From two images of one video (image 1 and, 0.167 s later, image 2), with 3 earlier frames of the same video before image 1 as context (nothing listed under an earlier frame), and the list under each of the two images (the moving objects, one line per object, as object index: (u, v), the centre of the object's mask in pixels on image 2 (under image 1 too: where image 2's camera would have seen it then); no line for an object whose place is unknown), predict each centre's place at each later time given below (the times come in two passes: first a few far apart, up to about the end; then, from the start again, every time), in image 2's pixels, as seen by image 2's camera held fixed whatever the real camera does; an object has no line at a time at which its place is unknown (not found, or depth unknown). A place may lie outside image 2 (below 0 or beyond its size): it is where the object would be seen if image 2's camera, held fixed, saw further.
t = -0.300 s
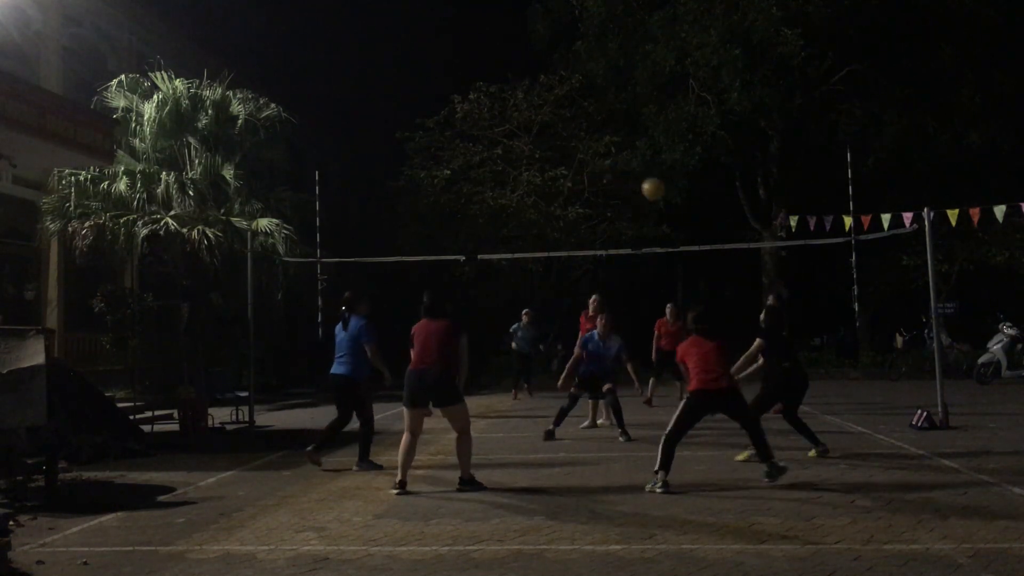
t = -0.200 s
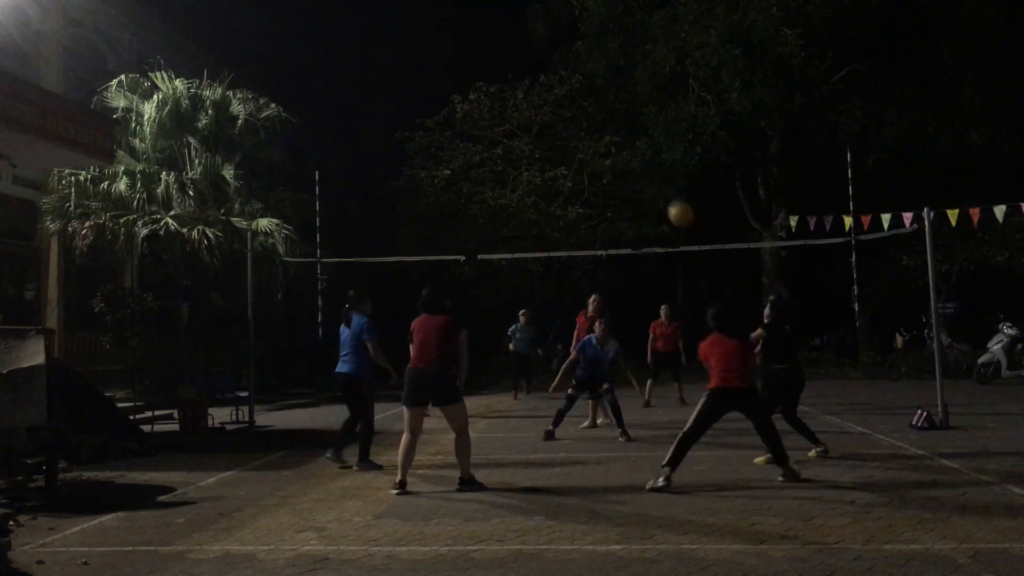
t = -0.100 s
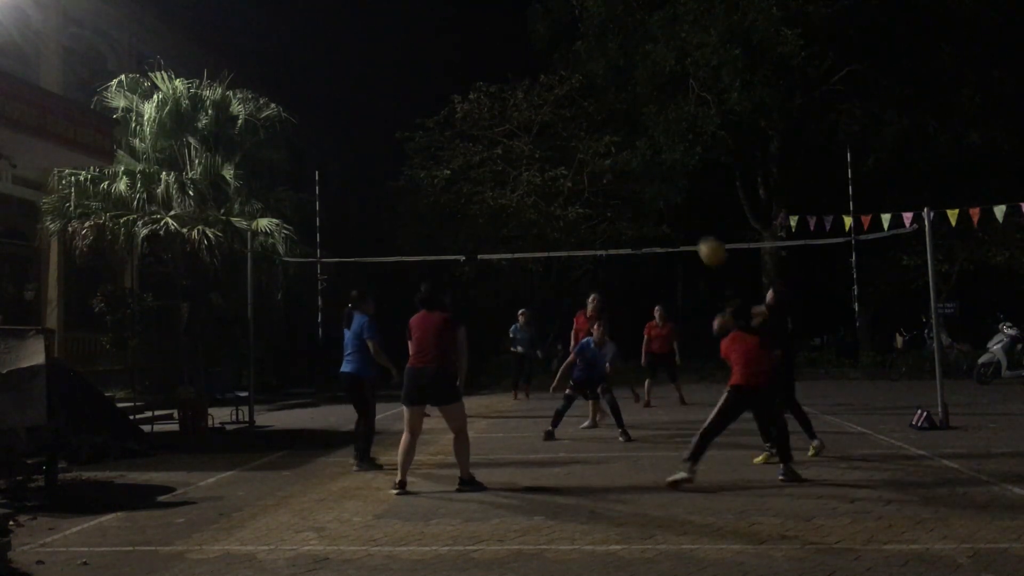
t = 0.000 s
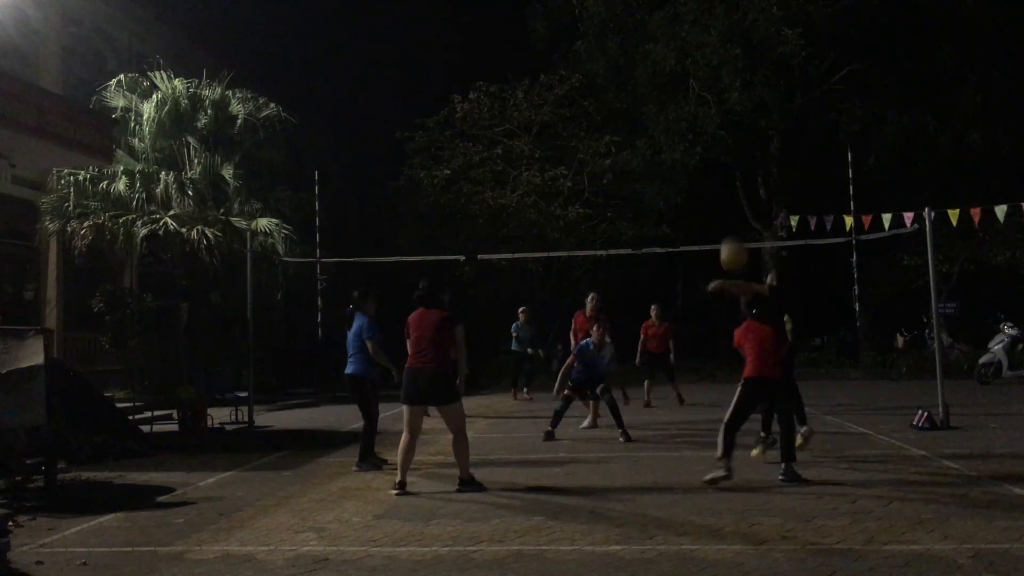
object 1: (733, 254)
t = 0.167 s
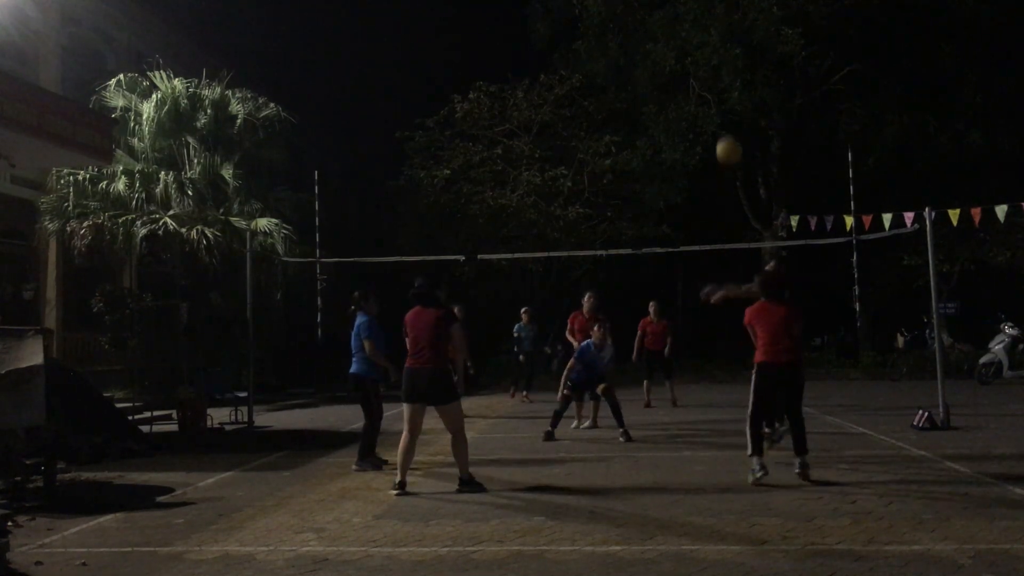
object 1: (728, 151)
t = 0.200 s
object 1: (727, 136)
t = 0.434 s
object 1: (717, 67)
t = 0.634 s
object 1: (715, 54)
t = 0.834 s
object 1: (713, 78)
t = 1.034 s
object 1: (713, 131)
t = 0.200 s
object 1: (727, 136)
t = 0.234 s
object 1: (726, 121)
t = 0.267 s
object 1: (725, 110)
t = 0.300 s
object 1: (723, 99)
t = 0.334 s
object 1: (721, 89)
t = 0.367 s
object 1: (720, 80)
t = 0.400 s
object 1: (719, 72)
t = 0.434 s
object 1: (717, 67)
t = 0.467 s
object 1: (717, 62)
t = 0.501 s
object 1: (716, 58)
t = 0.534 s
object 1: (716, 55)
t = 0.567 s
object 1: (715, 54)
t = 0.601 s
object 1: (715, 54)
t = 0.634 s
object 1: (715, 54)
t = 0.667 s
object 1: (714, 56)
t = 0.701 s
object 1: (715, 58)
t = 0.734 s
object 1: (714, 62)
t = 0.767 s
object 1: (713, 67)
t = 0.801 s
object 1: (714, 72)
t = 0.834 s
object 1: (713, 78)
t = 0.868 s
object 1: (713, 85)
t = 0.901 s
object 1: (713, 93)
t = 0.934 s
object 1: (713, 101)
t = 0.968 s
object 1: (713, 111)
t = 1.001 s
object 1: (713, 121)
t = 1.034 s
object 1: (713, 131)
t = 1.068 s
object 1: (713, 143)
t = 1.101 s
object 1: (713, 155)
